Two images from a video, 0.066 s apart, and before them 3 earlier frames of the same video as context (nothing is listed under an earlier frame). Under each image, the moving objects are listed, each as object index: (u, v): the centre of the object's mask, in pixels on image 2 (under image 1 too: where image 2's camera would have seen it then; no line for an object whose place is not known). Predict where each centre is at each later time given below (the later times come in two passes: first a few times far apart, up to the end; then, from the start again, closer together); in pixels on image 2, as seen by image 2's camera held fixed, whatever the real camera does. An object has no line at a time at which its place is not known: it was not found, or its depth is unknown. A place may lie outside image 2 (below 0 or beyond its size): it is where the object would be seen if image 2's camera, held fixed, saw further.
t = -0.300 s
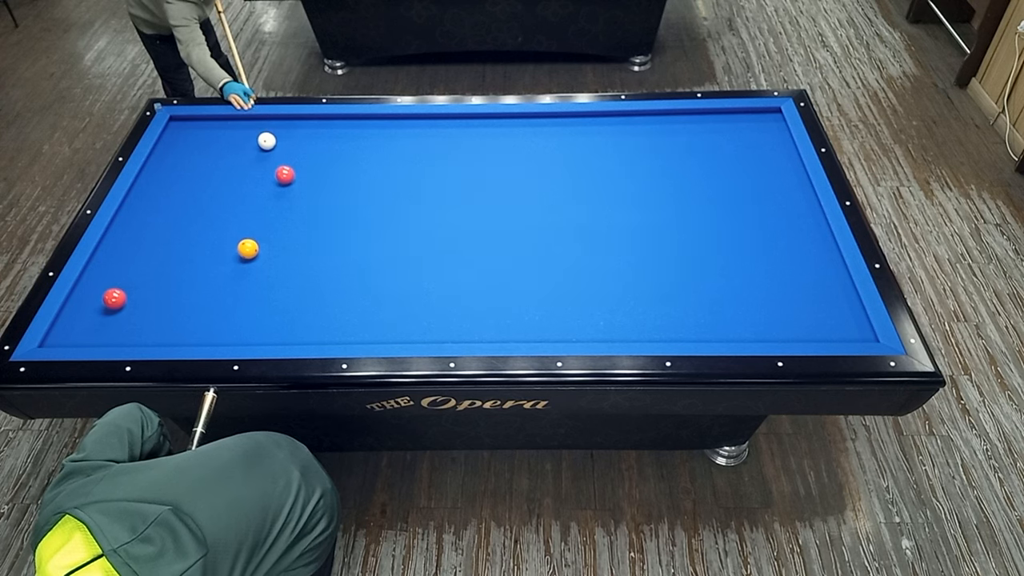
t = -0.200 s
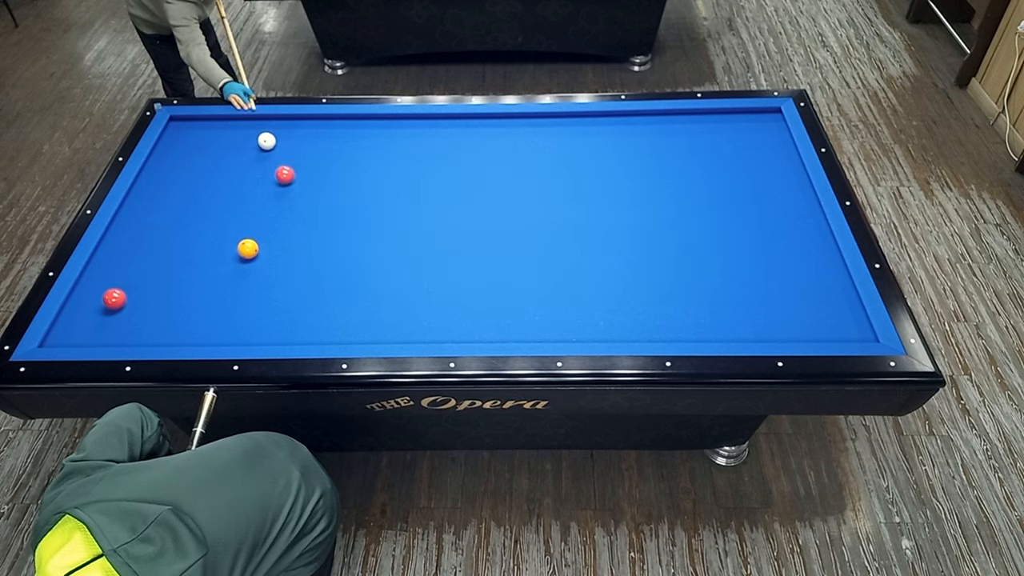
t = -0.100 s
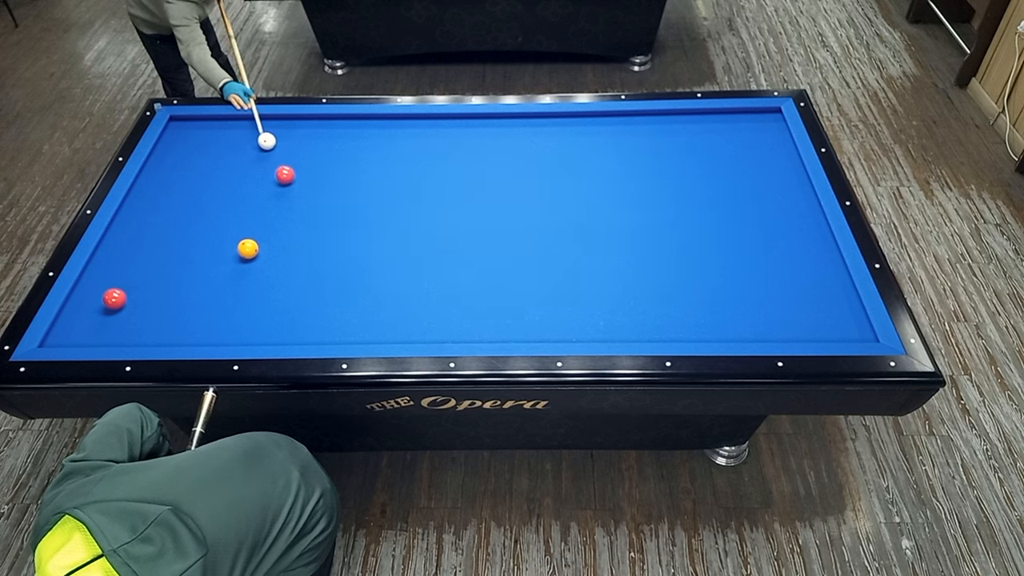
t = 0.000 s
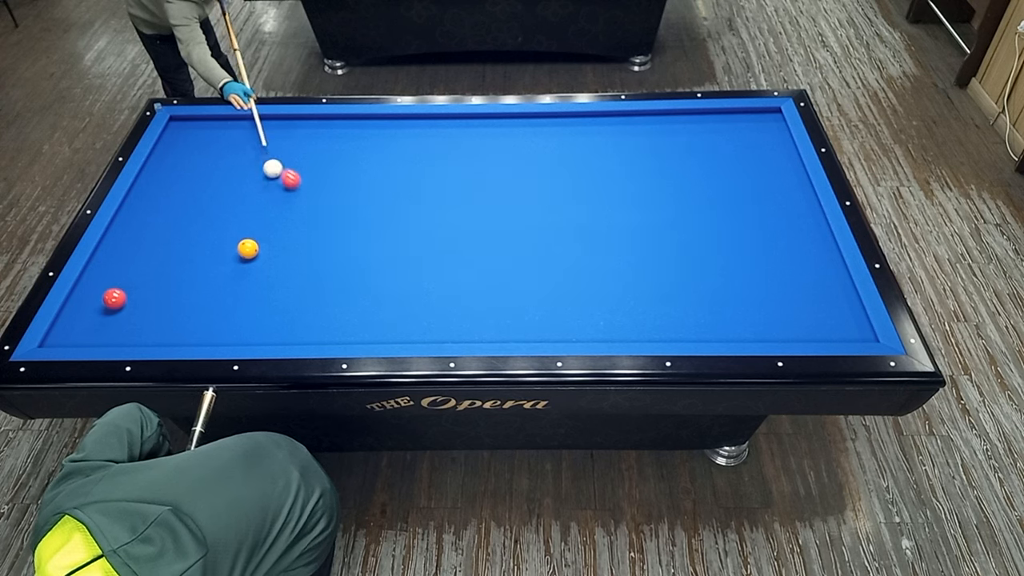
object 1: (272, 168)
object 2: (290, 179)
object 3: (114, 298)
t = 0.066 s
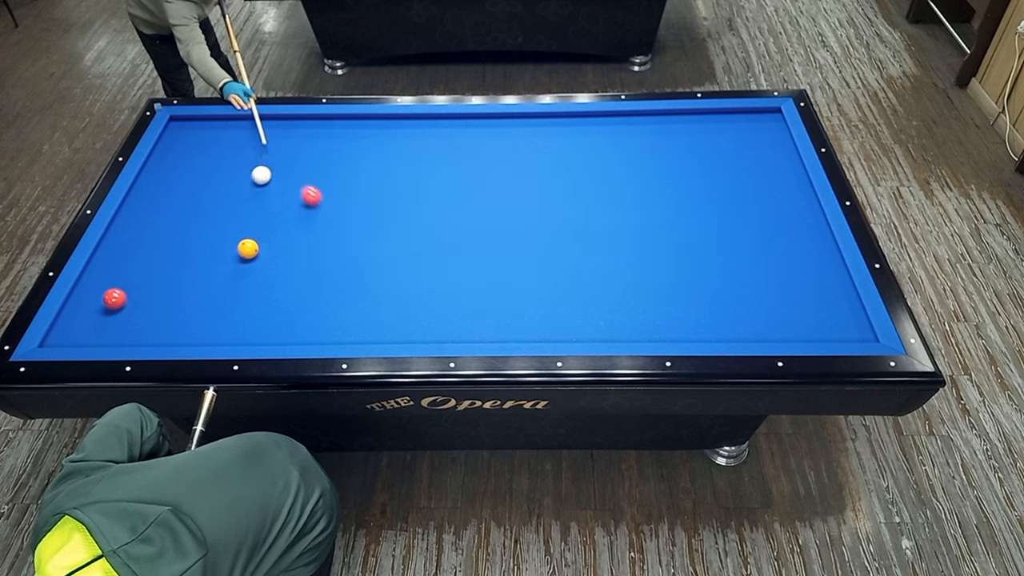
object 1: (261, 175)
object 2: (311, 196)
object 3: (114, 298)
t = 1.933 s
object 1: (119, 329)
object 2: (745, 189)
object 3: (97, 322)
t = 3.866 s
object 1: (168, 299)
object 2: (618, 152)
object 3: (143, 263)
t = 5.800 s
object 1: (177, 296)
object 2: (444, 234)
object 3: (163, 243)
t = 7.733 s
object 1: (177, 296)
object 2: (275, 315)
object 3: (163, 243)
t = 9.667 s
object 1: (177, 295)
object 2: (179, 316)
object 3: (163, 243)
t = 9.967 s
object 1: (178, 294)
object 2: (172, 312)
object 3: (163, 243)
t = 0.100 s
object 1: (256, 179)
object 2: (321, 204)
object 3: (114, 298)
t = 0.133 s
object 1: (251, 182)
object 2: (331, 212)
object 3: (114, 298)
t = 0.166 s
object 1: (246, 186)
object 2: (341, 221)
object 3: (114, 298)
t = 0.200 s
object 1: (242, 190)
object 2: (351, 229)
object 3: (114, 298)
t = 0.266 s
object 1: (232, 199)
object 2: (370, 245)
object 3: (114, 298)
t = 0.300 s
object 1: (228, 203)
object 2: (379, 252)
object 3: (114, 298)
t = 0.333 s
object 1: (223, 207)
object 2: (389, 260)
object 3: (114, 298)
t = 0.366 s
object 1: (218, 211)
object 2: (398, 268)
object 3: (114, 298)
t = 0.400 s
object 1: (214, 216)
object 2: (406, 275)
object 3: (114, 298)
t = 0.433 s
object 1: (209, 220)
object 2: (415, 282)
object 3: (114, 298)
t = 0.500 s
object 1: (199, 229)
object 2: (434, 298)
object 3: (114, 298)
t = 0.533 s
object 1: (194, 234)
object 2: (444, 306)
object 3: (114, 298)
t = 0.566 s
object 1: (189, 238)
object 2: (453, 314)
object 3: (114, 298)
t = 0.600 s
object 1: (184, 243)
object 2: (463, 322)
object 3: (114, 298)
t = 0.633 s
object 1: (179, 248)
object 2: (473, 330)
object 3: (114, 298)
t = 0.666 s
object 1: (174, 252)
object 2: (484, 334)
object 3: (114, 298)
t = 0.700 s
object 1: (168, 257)
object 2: (492, 330)
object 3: (114, 298)
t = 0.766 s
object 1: (158, 267)
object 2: (508, 318)
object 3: (114, 298)
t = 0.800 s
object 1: (153, 272)
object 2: (516, 312)
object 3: (114, 298)
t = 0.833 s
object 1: (147, 277)
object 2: (524, 307)
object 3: (114, 298)
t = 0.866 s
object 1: (142, 282)
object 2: (532, 303)
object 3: (114, 298)
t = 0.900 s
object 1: (136, 287)
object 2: (540, 299)
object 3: (114, 298)
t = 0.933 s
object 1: (134, 290)
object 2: (547, 295)
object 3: (110, 300)
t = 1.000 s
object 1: (134, 294)
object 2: (562, 287)
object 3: (98, 307)
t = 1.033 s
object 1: (134, 296)
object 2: (570, 283)
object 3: (93, 310)
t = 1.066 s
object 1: (133, 299)
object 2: (577, 279)
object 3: (89, 313)
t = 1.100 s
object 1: (132, 301)
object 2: (584, 275)
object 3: (84, 315)
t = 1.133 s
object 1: (131, 304)
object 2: (591, 271)
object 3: (79, 318)
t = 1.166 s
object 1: (130, 306)
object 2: (599, 267)
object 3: (74, 321)
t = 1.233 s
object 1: (129, 311)
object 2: (613, 260)
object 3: (64, 326)
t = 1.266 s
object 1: (128, 314)
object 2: (620, 256)
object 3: (59, 329)
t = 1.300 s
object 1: (127, 316)
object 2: (626, 253)
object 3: (57, 332)
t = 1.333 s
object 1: (126, 319)
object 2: (633, 249)
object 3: (58, 334)
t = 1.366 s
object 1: (125, 321)
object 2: (640, 245)
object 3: (58, 336)
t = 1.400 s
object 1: (125, 324)
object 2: (646, 242)
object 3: (59, 337)
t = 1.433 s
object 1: (124, 326)
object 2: (653, 238)
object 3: (60, 338)
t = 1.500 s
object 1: (122, 331)
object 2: (666, 231)
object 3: (65, 337)
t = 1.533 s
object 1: (121, 334)
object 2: (673, 228)
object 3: (68, 336)
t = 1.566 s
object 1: (121, 336)
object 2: (679, 225)
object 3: (70, 335)
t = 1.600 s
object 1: (120, 338)
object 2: (685, 221)
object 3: (73, 334)
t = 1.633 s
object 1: (119, 338)
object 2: (692, 218)
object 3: (75, 333)
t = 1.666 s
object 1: (119, 337)
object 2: (698, 215)
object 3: (78, 332)
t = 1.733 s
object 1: (119, 335)
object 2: (710, 208)
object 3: (83, 329)
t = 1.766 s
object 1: (119, 334)
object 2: (716, 205)
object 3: (86, 328)
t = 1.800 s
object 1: (119, 333)
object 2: (722, 202)
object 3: (88, 327)
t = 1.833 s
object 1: (119, 332)
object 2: (728, 199)
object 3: (91, 326)
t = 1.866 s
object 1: (119, 331)
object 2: (734, 195)
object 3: (93, 325)
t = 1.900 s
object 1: (119, 330)
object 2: (740, 192)
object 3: (95, 323)
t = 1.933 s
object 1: (119, 329)
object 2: (745, 189)
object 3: (97, 322)
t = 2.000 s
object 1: (119, 327)
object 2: (757, 183)
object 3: (101, 319)
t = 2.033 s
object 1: (121, 326)
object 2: (762, 180)
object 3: (102, 318)
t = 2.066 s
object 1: (122, 325)
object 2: (768, 177)
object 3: (103, 317)
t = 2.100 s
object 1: (123, 324)
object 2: (773, 174)
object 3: (104, 315)
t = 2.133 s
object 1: (124, 324)
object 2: (779, 172)
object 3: (105, 314)
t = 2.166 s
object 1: (125, 323)
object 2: (784, 169)
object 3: (106, 313)
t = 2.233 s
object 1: (128, 321)
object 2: (794, 163)
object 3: (108, 310)
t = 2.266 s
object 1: (129, 321)
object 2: (790, 160)
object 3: (109, 309)
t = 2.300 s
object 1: (130, 320)
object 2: (783, 158)
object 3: (110, 308)
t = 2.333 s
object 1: (131, 319)
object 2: (778, 155)
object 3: (111, 307)
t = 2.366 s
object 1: (132, 319)
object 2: (773, 152)
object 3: (112, 305)
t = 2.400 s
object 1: (133, 318)
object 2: (769, 150)
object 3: (113, 304)
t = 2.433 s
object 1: (135, 317)
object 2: (764, 148)
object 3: (114, 303)
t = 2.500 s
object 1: (137, 316)
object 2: (755, 143)
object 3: (116, 301)
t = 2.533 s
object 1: (138, 315)
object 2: (751, 140)
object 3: (116, 299)
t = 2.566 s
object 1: (139, 315)
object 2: (746, 138)
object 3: (117, 298)
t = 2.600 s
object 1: (140, 314)
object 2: (742, 135)
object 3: (118, 297)
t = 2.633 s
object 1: (141, 314)
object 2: (738, 133)
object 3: (119, 296)
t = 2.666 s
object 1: (142, 313)
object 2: (734, 131)
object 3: (120, 295)
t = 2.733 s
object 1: (143, 312)
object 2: (726, 126)
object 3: (121, 293)
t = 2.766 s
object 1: (144, 311)
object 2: (721, 124)
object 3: (122, 292)
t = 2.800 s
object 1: (145, 311)
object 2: (717, 122)
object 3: (123, 291)
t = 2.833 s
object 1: (146, 310)
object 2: (713, 120)
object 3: (124, 289)
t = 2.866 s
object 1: (147, 310)
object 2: (709, 118)
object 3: (124, 288)
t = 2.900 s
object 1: (148, 309)
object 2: (705, 116)
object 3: (125, 288)
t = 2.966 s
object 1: (150, 308)
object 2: (699, 115)
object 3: (127, 285)
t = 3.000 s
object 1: (150, 308)
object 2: (696, 116)
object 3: (127, 284)
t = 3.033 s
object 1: (151, 307)
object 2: (693, 118)
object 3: (128, 283)
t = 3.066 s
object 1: (152, 307)
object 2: (689, 119)
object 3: (129, 282)
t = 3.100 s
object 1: (153, 306)
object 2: (687, 120)
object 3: (129, 282)
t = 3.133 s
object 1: (154, 306)
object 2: (683, 122)
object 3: (130, 281)
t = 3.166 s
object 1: (155, 305)
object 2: (681, 123)
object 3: (131, 280)
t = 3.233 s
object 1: (156, 305)
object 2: (675, 126)
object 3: (132, 278)
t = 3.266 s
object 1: (157, 304)
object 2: (672, 127)
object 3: (133, 277)
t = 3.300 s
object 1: (158, 304)
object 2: (668, 129)
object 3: (133, 276)
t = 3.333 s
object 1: (158, 303)
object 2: (665, 130)
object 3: (134, 275)
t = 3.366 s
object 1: (159, 303)
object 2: (662, 132)
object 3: (134, 275)
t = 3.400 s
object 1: (160, 303)
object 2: (659, 133)
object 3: (135, 274)
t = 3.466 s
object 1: (161, 302)
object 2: (653, 136)
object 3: (136, 272)
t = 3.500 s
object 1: (162, 302)
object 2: (650, 137)
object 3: (137, 271)
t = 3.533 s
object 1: (162, 302)
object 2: (647, 139)
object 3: (137, 271)
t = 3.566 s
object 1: (163, 301)
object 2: (644, 140)
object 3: (138, 270)
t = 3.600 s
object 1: (164, 301)
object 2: (641, 142)
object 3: (139, 269)
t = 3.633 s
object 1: (164, 301)
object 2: (638, 143)
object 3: (139, 268)
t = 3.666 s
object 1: (165, 301)
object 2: (635, 144)
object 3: (140, 268)
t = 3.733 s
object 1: (166, 300)
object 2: (629, 147)
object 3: (141, 266)
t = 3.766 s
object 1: (167, 300)
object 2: (626, 149)
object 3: (142, 266)
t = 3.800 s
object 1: (167, 300)
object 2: (624, 150)
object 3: (142, 265)
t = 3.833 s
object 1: (168, 300)
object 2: (620, 151)
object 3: (143, 264)
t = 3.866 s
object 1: (168, 299)
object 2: (618, 152)
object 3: (143, 263)
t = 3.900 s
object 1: (169, 299)
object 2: (614, 154)
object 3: (144, 263)
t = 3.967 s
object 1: (170, 299)
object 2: (609, 157)
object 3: (145, 262)
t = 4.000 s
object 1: (170, 299)
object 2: (605, 158)
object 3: (145, 261)
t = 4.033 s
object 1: (171, 299)
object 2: (602, 160)
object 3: (146, 261)
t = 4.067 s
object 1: (171, 298)
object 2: (599, 161)
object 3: (146, 260)
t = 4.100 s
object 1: (171, 298)
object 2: (596, 162)
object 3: (146, 259)
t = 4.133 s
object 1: (172, 298)
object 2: (593, 164)
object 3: (147, 259)
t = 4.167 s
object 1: (172, 298)
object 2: (590, 165)
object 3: (148, 258)
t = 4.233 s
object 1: (173, 298)
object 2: (584, 168)
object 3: (148, 257)
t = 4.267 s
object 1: (174, 298)
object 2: (581, 170)
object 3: (149, 257)
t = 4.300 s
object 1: (174, 297)
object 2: (578, 171)
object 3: (149, 256)
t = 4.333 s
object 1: (174, 297)
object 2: (575, 173)
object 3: (150, 256)
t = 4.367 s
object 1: (174, 297)
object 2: (573, 174)
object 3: (150, 255)
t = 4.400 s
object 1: (175, 297)
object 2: (570, 175)
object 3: (151, 255)
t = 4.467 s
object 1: (175, 297)
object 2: (563, 178)
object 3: (152, 254)
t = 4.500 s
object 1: (175, 297)
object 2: (561, 179)
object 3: (152, 253)
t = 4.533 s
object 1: (176, 297)
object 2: (557, 181)
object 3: (153, 253)
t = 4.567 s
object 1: (176, 297)
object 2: (554, 182)
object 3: (153, 253)
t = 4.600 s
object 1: (176, 297)
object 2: (552, 183)
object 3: (153, 252)
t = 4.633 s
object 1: (176, 297)
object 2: (548, 185)
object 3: (154, 252)
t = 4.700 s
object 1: (177, 297)
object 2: (543, 188)
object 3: (154, 251)
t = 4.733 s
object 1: (177, 296)
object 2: (540, 189)
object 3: (155, 250)
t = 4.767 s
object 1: (177, 296)
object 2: (536, 191)
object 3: (155, 250)
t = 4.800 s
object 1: (177, 296)
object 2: (533, 192)
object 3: (156, 250)
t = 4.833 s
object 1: (177, 296)
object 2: (531, 193)
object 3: (156, 249)
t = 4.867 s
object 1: (177, 296)
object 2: (528, 195)
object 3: (156, 249)
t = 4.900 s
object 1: (177, 296)
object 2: (524, 196)
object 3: (157, 248)
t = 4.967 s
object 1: (177, 296)
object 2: (519, 199)
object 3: (157, 248)
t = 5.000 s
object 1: (178, 296)
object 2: (516, 200)
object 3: (158, 248)
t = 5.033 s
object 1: (178, 296)
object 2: (513, 202)
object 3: (158, 247)
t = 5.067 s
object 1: (177, 296)
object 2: (510, 203)
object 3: (158, 247)
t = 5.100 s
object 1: (178, 296)
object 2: (507, 204)
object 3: (158, 247)
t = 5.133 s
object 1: (177, 296)
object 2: (504, 206)
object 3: (159, 246)
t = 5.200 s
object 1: (177, 296)
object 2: (498, 209)
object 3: (159, 246)
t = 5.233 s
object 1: (177, 296)
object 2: (495, 210)
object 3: (160, 246)
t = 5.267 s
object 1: (177, 296)
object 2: (492, 212)
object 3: (160, 245)
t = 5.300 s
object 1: (177, 296)
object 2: (489, 213)
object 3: (160, 245)
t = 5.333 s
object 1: (177, 296)
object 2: (486, 214)
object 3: (160, 245)
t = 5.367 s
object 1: (177, 296)
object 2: (483, 216)
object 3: (160, 245)
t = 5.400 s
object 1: (177, 296)
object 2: (480, 217)
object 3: (161, 245)
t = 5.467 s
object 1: (177, 296)
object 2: (474, 220)
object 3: (161, 244)
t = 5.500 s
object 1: (177, 296)
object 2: (471, 221)
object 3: (161, 244)
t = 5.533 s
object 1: (177, 296)
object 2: (468, 223)
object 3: (162, 244)
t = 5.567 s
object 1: (177, 296)
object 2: (465, 224)
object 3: (162, 244)
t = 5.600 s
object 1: (177, 296)
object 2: (462, 226)
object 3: (162, 244)
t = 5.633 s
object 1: (177, 296)
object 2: (459, 227)
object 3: (162, 243)
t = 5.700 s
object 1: (177, 296)
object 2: (453, 230)
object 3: (162, 243)
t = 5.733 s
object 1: (177, 296)
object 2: (450, 231)
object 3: (162, 243)
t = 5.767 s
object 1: (177, 296)
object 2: (447, 232)
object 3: (163, 243)
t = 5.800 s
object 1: (177, 296)
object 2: (444, 234)
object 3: (163, 243)
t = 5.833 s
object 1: (177, 296)
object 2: (441, 235)
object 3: (163, 243)
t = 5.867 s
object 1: (177, 296)
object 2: (438, 237)
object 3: (163, 243)
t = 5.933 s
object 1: (177, 296)
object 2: (432, 239)
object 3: (163, 243)
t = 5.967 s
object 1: (177, 296)
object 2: (430, 241)
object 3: (163, 243)
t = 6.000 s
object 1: (177, 296)
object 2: (426, 242)
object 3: (163, 243)
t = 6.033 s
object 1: (177, 296)
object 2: (424, 244)
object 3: (163, 243)
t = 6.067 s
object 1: (177, 296)
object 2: (421, 245)
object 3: (163, 243)
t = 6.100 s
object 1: (177, 296)
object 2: (418, 247)
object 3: (163, 243)
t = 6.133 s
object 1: (177, 296)
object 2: (415, 248)
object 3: (163, 243)
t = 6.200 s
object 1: (177, 296)
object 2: (409, 251)
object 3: (163, 243)
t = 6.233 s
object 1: (177, 296)
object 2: (406, 252)
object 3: (163, 243)
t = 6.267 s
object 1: (177, 296)
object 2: (403, 254)
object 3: (163, 243)
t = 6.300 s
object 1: (177, 296)
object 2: (400, 255)
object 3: (163, 243)
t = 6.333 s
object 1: (177, 296)
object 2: (397, 256)
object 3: (163, 243)
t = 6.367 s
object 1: (177, 296)
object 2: (394, 258)
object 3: (163, 243)
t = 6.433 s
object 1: (177, 296)
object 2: (388, 261)
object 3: (163, 243)
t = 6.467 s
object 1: (177, 296)
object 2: (385, 262)
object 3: (163, 243)
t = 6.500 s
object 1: (177, 296)
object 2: (382, 263)
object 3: (163, 243)
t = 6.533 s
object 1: (177, 296)
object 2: (379, 265)
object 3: (163, 243)
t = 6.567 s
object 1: (177, 296)
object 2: (376, 266)
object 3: (163, 243)
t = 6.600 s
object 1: (177, 296)
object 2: (374, 268)
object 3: (163, 243)
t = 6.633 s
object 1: (177, 296)
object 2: (371, 269)
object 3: (163, 243)
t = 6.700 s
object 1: (177, 296)
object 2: (365, 272)
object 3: (163, 243)
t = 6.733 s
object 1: (177, 296)
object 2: (362, 273)
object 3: (163, 243)
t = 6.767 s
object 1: (177, 296)
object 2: (359, 275)
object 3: (163, 243)
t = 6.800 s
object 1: (177, 296)
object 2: (356, 276)
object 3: (163, 243)
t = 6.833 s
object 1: (177, 296)
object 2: (353, 278)
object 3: (163, 243)
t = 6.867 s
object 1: (177, 296)
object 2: (350, 279)
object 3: (163, 243)
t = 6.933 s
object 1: (177, 296)
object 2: (344, 282)
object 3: (163, 243)
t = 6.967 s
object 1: (177, 296)
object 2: (341, 283)
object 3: (163, 243)
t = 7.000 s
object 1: (177, 296)
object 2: (338, 285)
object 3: (163, 243)
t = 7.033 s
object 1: (177, 296)
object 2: (335, 286)
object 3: (163, 243)
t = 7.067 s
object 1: (177, 296)
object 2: (332, 287)
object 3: (163, 243)
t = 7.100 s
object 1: (177, 296)
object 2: (330, 289)
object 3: (163, 243)
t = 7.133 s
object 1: (177, 296)
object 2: (327, 290)
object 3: (163, 243)
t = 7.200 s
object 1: (177, 296)
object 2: (321, 293)
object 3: (163, 243)
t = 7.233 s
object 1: (177, 296)
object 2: (318, 294)
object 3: (163, 243)
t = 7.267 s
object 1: (177, 296)
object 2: (315, 296)
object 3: (163, 243)
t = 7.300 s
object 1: (177, 296)
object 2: (312, 297)
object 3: (163, 243)
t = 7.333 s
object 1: (177, 296)
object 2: (310, 299)
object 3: (163, 243)
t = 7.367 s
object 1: (177, 296)
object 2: (307, 300)
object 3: (163, 243)
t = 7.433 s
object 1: (177, 296)
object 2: (301, 303)
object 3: (163, 243)
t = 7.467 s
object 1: (177, 296)
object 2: (298, 304)
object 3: (163, 243)
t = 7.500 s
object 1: (177, 296)
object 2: (295, 305)
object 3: (163, 243)
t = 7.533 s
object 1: (177, 296)
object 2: (292, 307)
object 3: (163, 243)
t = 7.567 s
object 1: (177, 296)
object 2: (289, 308)
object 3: (163, 243)
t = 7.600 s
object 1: (177, 296)
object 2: (286, 310)
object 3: (163, 243)
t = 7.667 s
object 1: (177, 296)
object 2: (280, 312)
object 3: (163, 243)
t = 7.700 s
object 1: (177, 296)
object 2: (278, 314)
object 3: (163, 243)
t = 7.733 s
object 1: (177, 296)
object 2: (275, 315)
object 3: (163, 243)
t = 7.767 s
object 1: (177, 296)
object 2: (272, 317)
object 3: (163, 243)
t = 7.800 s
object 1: (177, 296)
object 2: (269, 318)
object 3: (163, 243)
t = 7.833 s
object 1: (177, 296)
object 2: (266, 319)
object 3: (163, 243)
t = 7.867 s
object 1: (177, 296)
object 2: (264, 320)
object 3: (163, 243)
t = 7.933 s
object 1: (177, 296)
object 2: (258, 323)
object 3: (163, 243)
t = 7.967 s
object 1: (177, 296)
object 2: (255, 325)
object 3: (163, 243)
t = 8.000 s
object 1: (177, 296)
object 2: (252, 326)
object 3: (163, 243)
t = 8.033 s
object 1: (177, 296)
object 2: (249, 327)
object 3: (163, 243)
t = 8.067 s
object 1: (177, 296)
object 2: (247, 329)
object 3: (163, 243)
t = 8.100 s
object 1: (177, 296)
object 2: (244, 330)
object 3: (163, 243)
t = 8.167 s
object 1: (177, 296)
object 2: (238, 333)
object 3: (163, 243)
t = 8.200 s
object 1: (177, 296)
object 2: (236, 334)
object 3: (163, 243)
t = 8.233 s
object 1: (177, 296)
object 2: (233, 334)
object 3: (163, 243)
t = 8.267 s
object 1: (177, 296)
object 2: (230, 335)
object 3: (163, 243)
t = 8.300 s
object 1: (177, 296)
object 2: (228, 336)
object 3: (163, 243)
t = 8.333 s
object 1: (177, 296)
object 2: (225, 337)
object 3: (163, 243)
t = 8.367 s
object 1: (177, 296)
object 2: (223, 337)
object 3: (163, 243)
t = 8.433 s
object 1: (177, 296)
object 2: (220, 336)
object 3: (163, 243)
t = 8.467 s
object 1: (177, 296)
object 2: (219, 336)
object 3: (163, 243)
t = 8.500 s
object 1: (177, 296)
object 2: (218, 335)
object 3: (163, 243)
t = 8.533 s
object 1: (177, 296)
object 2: (216, 335)
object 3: (163, 243)
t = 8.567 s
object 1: (177, 296)
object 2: (215, 334)
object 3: (163, 243)
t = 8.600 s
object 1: (177, 296)
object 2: (214, 334)
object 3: (163, 243)
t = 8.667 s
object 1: (177, 296)
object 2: (211, 333)
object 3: (163, 243)
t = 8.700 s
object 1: (177, 296)
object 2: (210, 332)
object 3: (163, 243)
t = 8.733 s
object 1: (177, 296)
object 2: (208, 332)
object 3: (163, 243)
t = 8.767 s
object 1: (177, 296)
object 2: (207, 331)
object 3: (163, 243)
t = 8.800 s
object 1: (177, 296)
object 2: (206, 330)
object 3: (163, 243)
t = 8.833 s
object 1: (177, 296)
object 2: (205, 330)
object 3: (163, 243)
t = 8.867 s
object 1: (177, 296)
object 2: (204, 329)
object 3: (163, 243)
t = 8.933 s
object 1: (177, 296)
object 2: (201, 328)
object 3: (163, 243)
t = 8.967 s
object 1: (177, 296)
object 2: (200, 327)
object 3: (163, 243)
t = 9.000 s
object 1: (177, 296)
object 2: (199, 326)
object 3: (163, 243)
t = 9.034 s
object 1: (177, 296)
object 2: (198, 326)
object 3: (163, 243)
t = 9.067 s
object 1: (177, 296)
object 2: (197, 325)
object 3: (163, 243)
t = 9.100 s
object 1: (177, 296)
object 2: (196, 324)
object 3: (163, 243)
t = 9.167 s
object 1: (177, 296)
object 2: (194, 323)
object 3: (163, 243)
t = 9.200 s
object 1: (177, 296)
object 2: (193, 323)
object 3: (163, 243)
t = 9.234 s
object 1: (177, 296)
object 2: (191, 322)
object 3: (163, 243)
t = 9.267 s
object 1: (177, 296)
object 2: (191, 321)
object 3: (163, 243)
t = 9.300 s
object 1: (177, 296)
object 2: (190, 321)
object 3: (163, 243)
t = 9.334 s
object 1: (177, 296)
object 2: (188, 320)
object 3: (163, 243)
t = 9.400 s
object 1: (177, 296)
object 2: (186, 319)
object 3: (163, 243)
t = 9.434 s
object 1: (177, 296)
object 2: (186, 319)
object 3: (163, 243)
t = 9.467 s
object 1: (177, 296)
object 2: (185, 318)
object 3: (163, 243)
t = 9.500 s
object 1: (177, 296)
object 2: (184, 317)
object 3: (163, 243)
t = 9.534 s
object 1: (177, 296)
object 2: (183, 317)
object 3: (163, 243)
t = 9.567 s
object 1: (177, 296)
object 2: (182, 317)
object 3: (163, 243)
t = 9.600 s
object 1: (177, 296)
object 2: (181, 316)
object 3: (163, 243)
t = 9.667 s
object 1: (177, 295)
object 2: (179, 316)
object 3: (163, 243)
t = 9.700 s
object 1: (177, 295)
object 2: (178, 315)
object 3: (163, 243)
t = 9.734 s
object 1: (178, 295)
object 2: (178, 314)
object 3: (163, 243)
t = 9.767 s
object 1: (178, 295)
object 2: (177, 314)
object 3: (163, 243)
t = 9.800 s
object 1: (178, 295)
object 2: (176, 313)
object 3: (163, 243)
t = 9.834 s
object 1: (178, 295)
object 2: (175, 313)
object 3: (163, 243)
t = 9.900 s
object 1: (178, 295)
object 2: (173, 312)
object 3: (163, 243)
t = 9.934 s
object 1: (178, 295)
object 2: (173, 312)
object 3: (163, 243)
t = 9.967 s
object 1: (178, 294)
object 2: (172, 312)
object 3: (163, 243)
